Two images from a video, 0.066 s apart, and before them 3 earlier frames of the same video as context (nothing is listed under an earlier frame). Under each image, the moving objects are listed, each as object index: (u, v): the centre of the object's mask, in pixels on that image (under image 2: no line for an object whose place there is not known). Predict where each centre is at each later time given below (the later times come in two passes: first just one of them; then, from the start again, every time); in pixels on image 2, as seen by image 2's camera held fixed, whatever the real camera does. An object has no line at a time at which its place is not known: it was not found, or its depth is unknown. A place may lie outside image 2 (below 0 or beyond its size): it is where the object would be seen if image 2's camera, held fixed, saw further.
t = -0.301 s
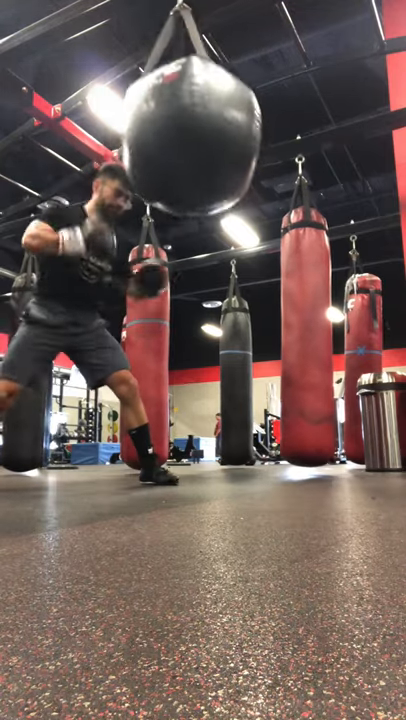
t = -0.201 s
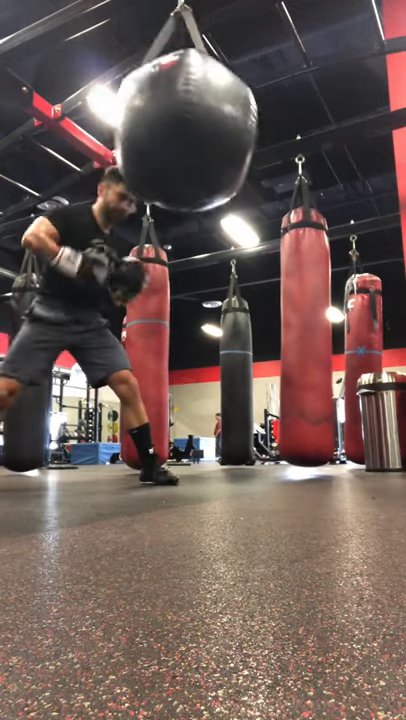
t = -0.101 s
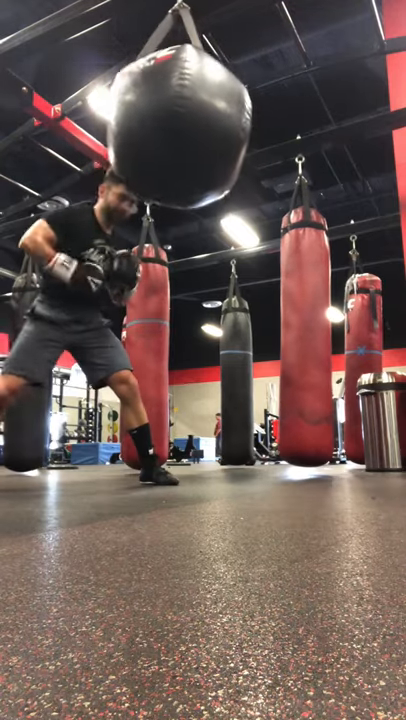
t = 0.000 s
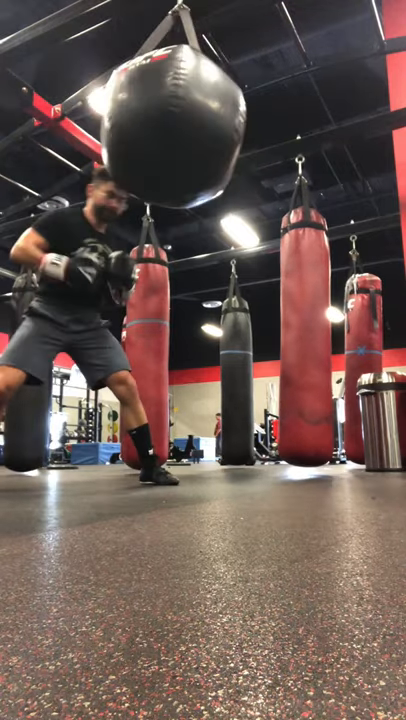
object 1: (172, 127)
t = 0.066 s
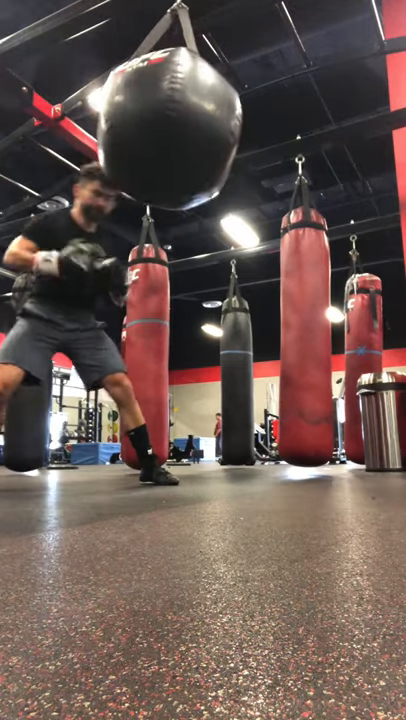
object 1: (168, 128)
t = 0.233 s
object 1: (163, 139)
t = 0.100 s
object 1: (167, 130)
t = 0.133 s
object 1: (166, 132)
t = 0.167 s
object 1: (165, 134)
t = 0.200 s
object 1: (164, 136)
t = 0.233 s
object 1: (163, 139)
